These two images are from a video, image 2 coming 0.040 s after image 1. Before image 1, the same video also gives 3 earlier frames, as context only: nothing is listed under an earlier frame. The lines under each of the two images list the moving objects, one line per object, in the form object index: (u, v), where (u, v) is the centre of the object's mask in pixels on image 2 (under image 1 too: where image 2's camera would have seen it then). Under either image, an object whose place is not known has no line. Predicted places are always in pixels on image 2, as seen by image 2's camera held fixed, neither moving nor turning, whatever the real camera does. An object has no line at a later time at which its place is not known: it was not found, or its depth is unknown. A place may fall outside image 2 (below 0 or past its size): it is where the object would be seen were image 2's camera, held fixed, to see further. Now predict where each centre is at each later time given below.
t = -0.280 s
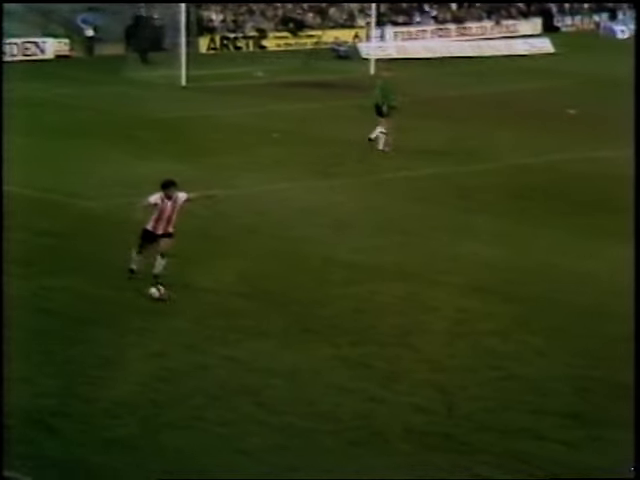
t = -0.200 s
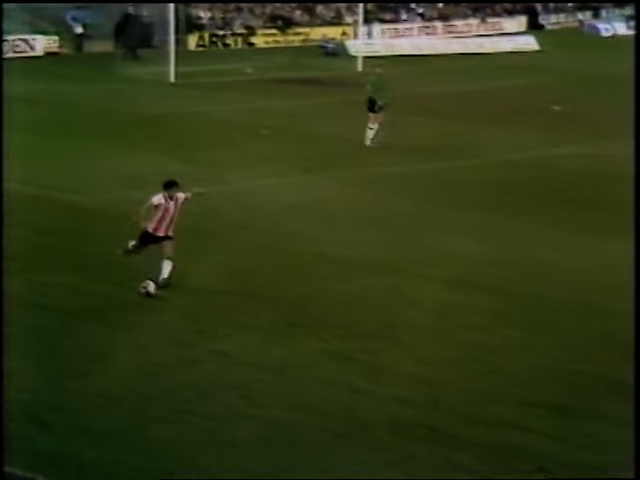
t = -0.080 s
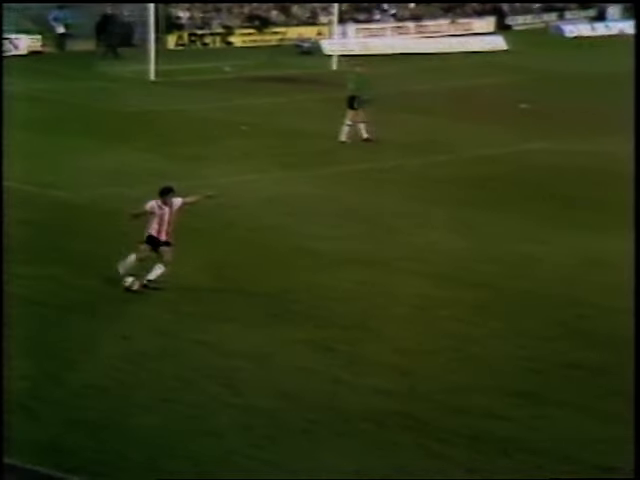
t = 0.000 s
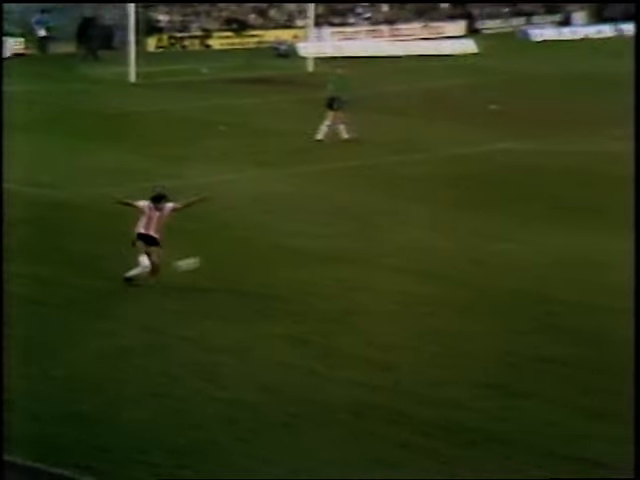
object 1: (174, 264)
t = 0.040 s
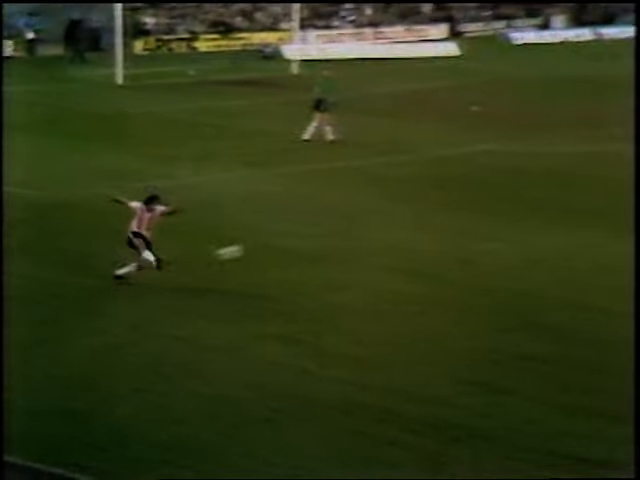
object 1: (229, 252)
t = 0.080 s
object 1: (284, 241)
